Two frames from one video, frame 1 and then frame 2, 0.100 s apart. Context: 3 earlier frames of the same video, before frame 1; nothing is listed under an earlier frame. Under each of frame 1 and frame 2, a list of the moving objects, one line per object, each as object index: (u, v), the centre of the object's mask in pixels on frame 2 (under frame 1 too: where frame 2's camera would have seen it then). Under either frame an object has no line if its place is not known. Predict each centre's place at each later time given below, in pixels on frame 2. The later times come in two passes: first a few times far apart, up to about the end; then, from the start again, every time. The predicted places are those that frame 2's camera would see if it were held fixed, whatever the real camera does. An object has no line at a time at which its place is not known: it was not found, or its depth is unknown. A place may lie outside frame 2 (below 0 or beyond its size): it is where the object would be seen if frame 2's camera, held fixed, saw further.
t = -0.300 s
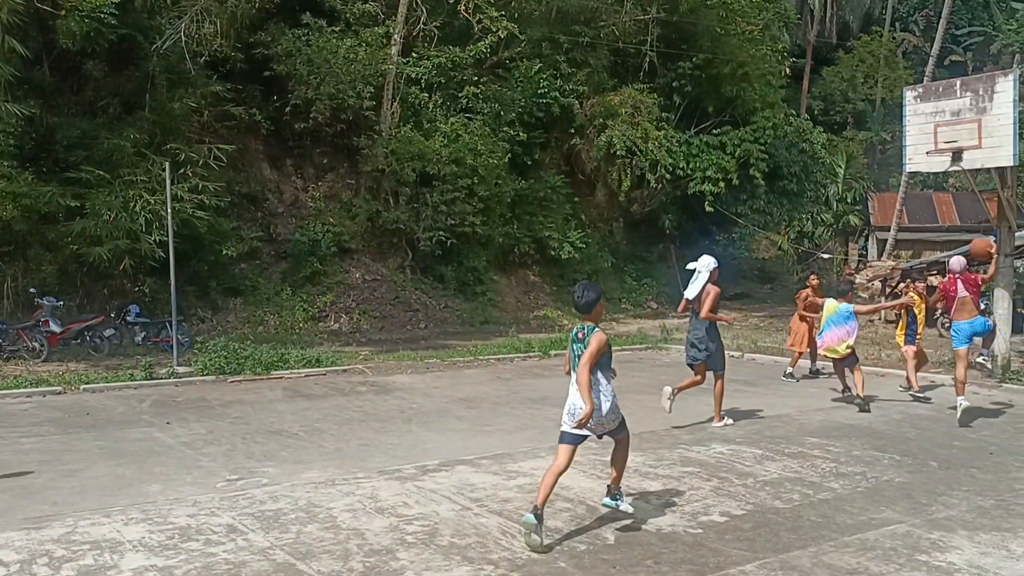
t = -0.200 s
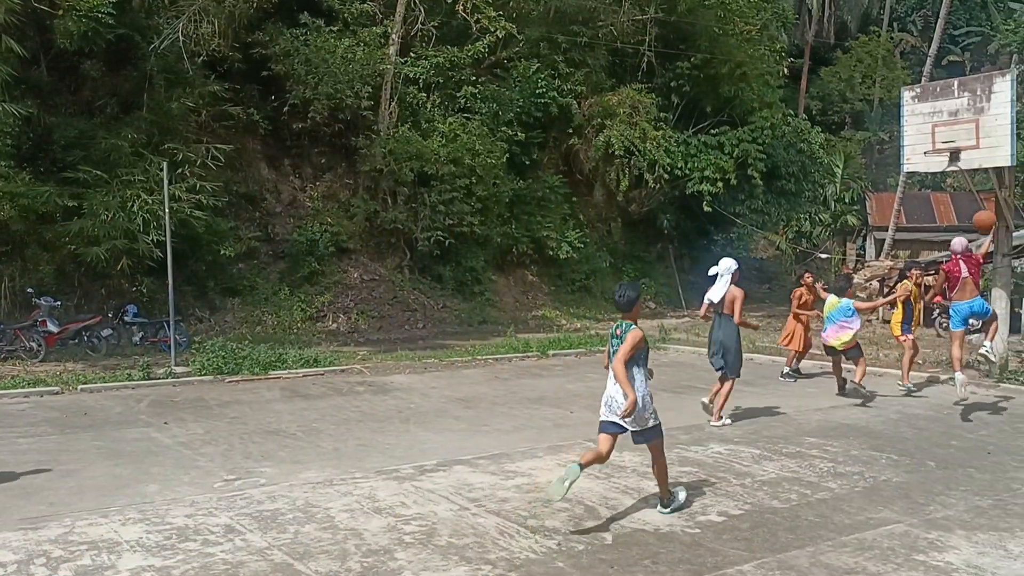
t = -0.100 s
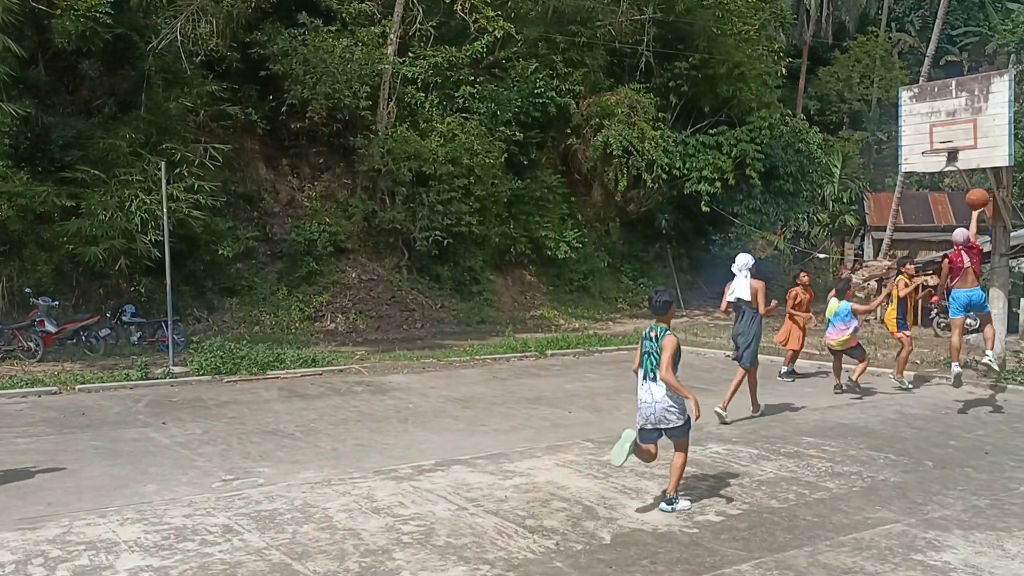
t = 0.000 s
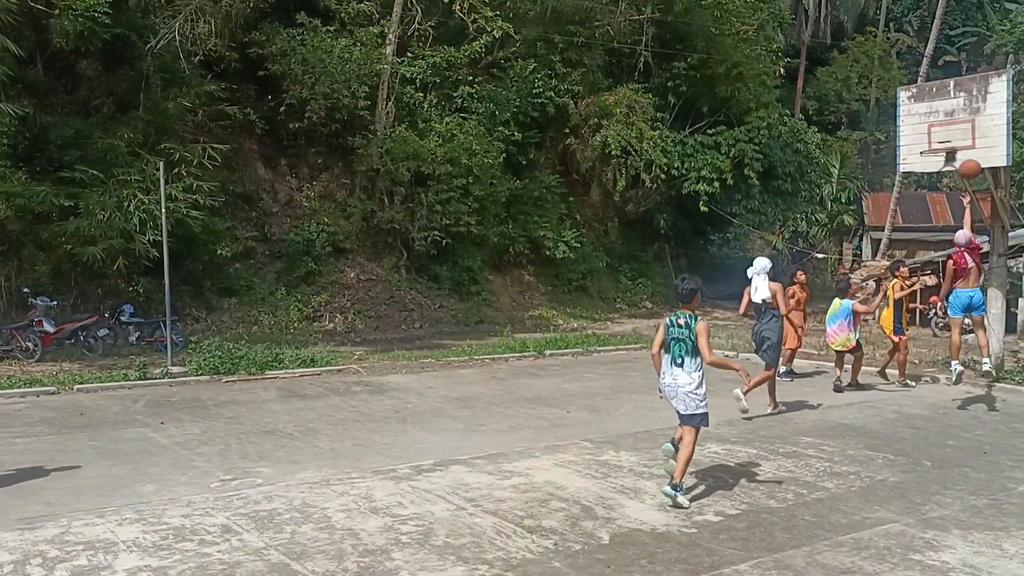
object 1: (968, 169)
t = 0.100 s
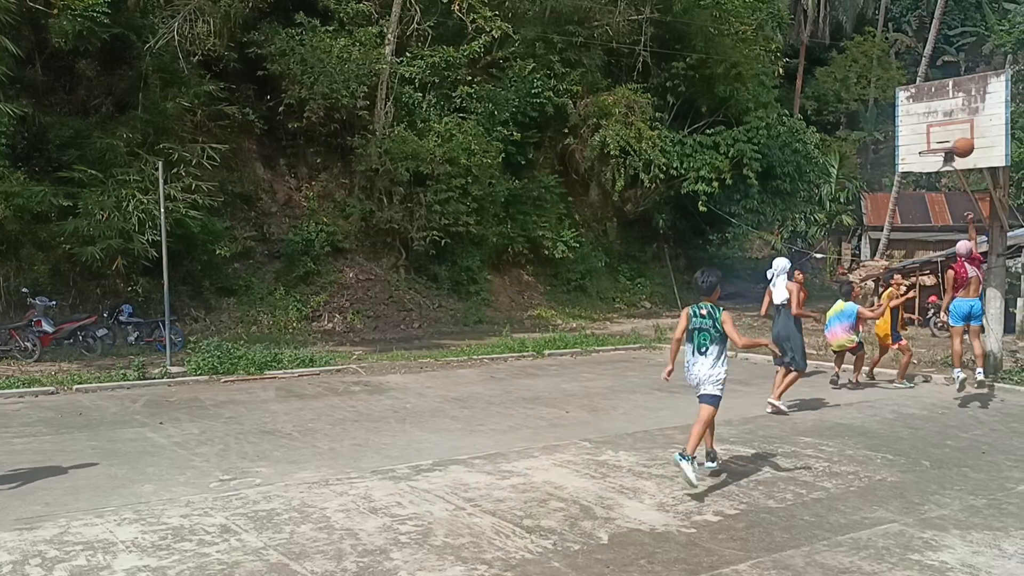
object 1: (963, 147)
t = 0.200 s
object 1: (957, 135)
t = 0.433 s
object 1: (944, 138)
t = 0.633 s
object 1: (933, 155)
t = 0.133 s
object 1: (961, 142)
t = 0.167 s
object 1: (959, 138)
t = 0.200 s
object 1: (957, 135)
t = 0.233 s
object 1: (955, 132)
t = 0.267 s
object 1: (953, 131)
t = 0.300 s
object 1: (952, 131)
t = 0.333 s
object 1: (950, 132)
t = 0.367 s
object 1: (947, 133)
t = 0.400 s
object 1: (945, 136)
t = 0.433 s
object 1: (944, 138)
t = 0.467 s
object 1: (943, 140)
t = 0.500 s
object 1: (942, 143)
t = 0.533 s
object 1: (940, 146)
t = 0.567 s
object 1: (940, 151)
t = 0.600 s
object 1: (937, 153)
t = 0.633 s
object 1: (933, 155)
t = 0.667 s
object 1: (929, 159)
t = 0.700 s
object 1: (926, 162)
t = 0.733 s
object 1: (923, 166)
